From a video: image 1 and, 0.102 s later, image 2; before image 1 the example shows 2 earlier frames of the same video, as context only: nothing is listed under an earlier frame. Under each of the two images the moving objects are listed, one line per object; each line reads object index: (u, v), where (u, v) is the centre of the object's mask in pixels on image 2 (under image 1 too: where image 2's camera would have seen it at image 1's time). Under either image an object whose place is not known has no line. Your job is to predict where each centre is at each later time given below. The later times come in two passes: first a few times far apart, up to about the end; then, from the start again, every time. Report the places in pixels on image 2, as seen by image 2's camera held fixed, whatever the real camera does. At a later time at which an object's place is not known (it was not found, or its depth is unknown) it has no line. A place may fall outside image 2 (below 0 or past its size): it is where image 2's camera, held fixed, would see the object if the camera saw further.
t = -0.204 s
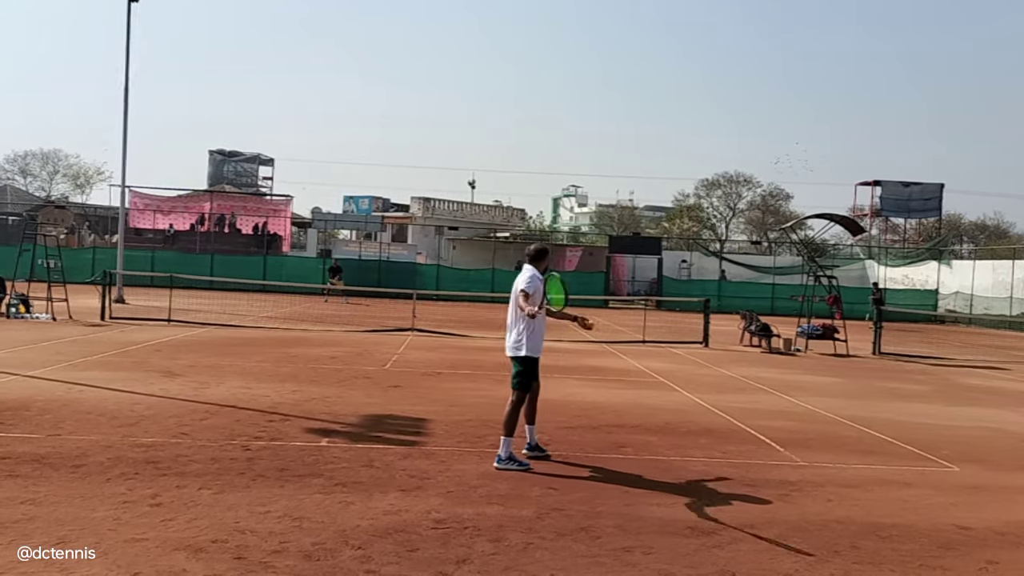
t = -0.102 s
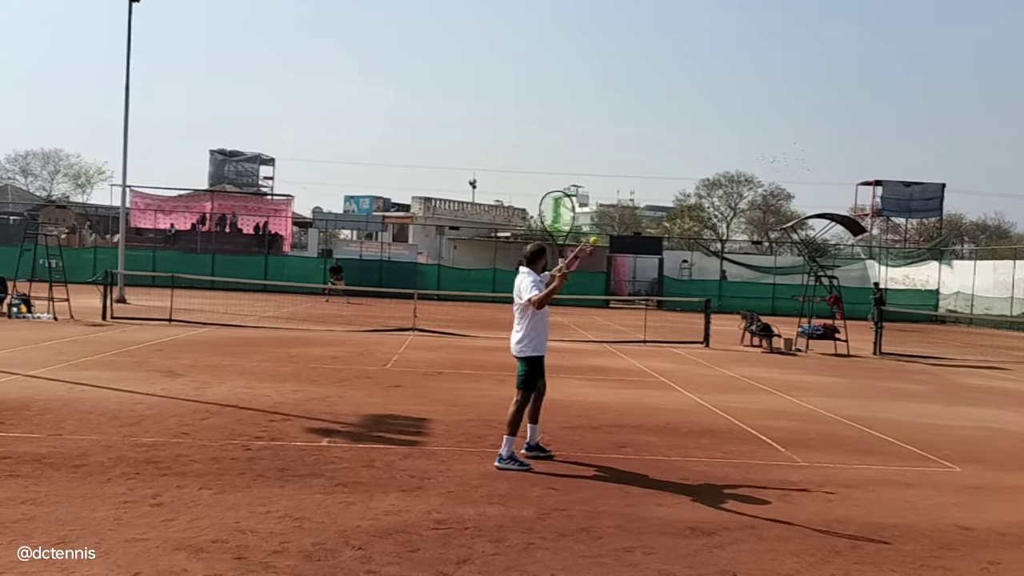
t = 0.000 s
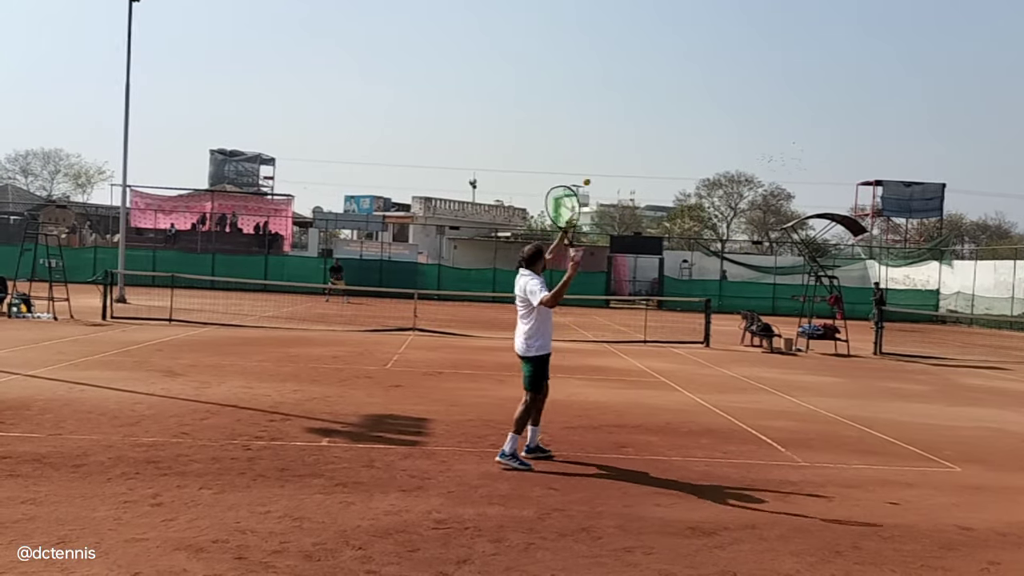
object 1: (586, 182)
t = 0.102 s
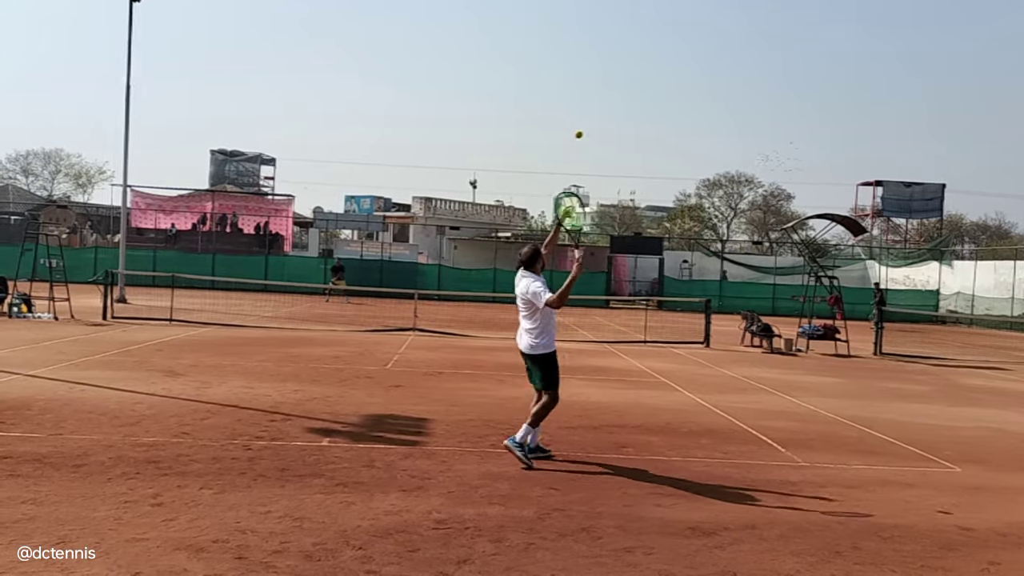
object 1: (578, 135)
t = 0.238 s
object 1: (566, 88)
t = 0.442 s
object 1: (547, 58)
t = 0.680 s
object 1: (521, 80)
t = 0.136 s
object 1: (576, 121)
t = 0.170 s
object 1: (572, 109)
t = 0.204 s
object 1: (569, 98)
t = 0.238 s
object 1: (566, 88)
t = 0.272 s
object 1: (563, 80)
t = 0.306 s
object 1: (560, 73)
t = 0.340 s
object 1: (557, 67)
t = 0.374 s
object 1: (554, 63)
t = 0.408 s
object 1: (550, 60)
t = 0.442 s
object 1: (547, 58)
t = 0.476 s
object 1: (543, 57)
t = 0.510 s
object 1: (540, 58)
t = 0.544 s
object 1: (536, 60)
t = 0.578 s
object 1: (533, 63)
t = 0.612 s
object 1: (529, 68)
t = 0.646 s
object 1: (525, 73)
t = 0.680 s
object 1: (521, 80)
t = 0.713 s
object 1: (517, 89)
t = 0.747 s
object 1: (513, 98)
